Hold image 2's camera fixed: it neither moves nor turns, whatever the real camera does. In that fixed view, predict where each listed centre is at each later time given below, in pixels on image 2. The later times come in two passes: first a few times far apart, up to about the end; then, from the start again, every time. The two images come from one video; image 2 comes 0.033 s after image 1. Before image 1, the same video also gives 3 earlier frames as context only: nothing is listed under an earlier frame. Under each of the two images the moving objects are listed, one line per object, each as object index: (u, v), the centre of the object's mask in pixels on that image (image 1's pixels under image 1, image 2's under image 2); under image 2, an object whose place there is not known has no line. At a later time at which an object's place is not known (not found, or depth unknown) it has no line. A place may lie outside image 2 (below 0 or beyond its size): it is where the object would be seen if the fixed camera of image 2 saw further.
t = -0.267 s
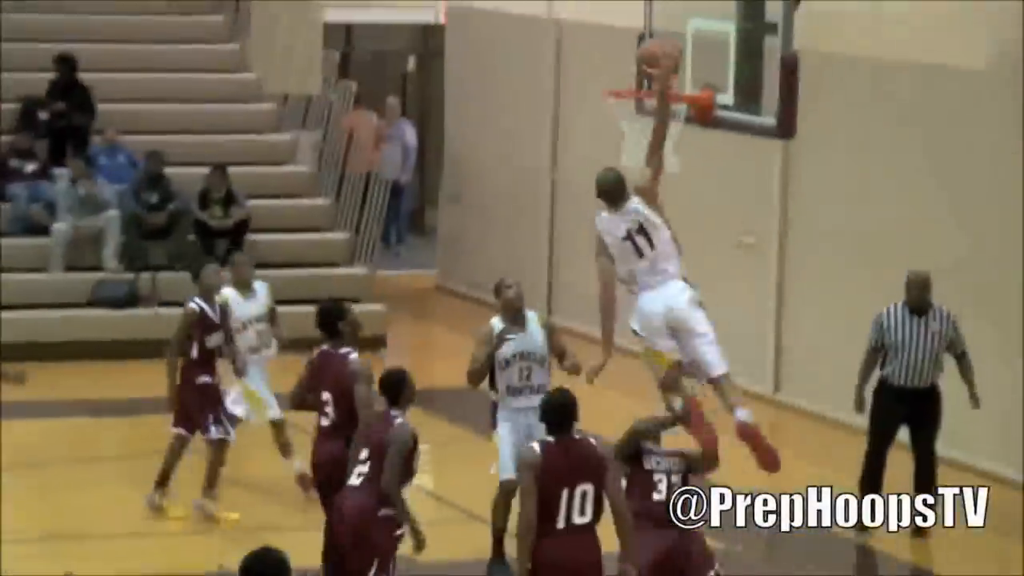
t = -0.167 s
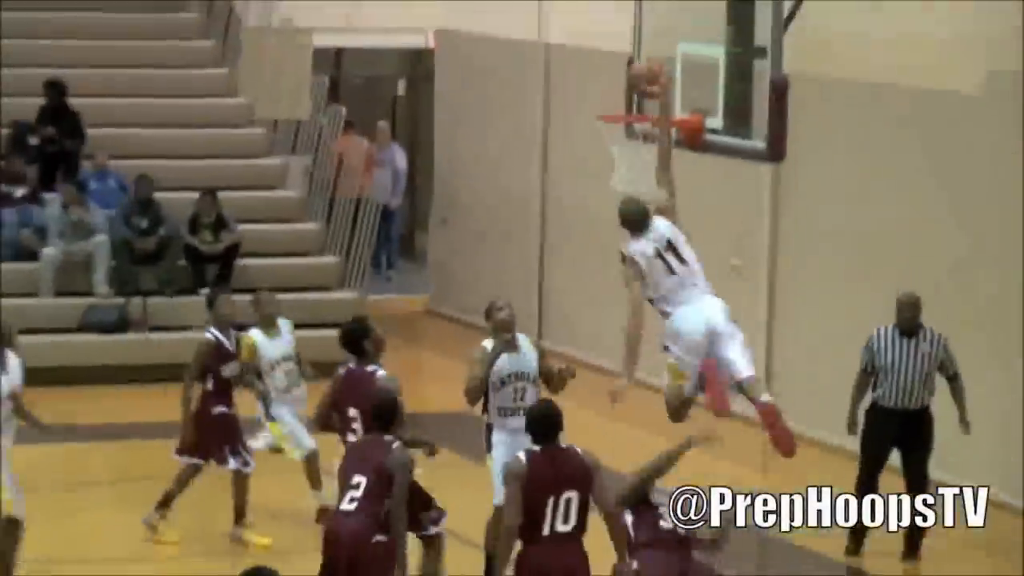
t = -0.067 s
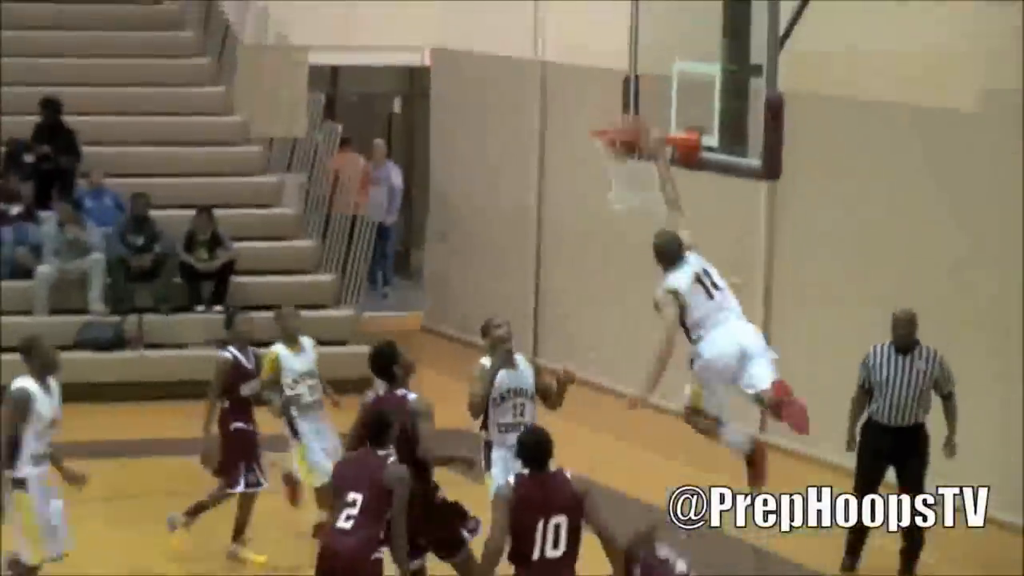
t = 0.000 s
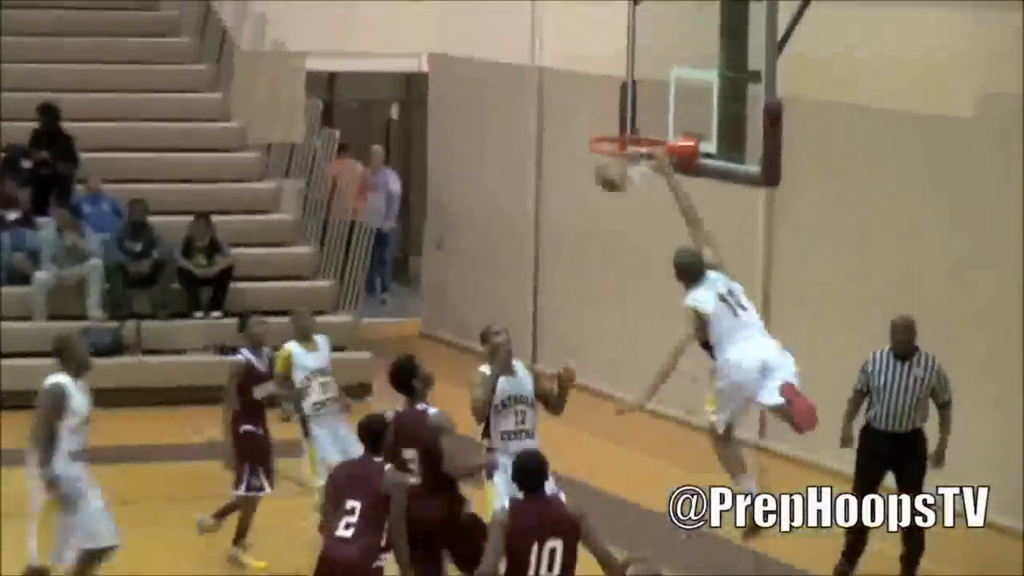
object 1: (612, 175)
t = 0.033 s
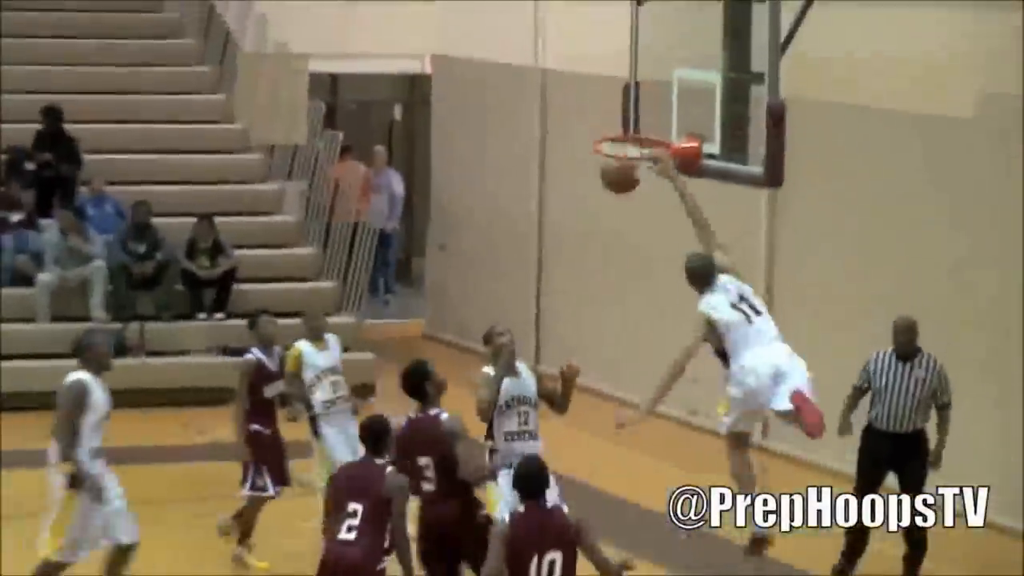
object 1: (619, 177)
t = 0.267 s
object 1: (644, 232)
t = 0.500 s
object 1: (658, 379)
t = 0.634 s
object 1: (666, 497)
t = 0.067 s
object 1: (623, 177)
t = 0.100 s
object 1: (627, 180)
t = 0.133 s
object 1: (630, 187)
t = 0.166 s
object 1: (634, 197)
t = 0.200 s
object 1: (638, 207)
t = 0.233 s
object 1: (641, 219)
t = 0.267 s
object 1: (644, 232)
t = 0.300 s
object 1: (647, 248)
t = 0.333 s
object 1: (649, 265)
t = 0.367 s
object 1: (651, 286)
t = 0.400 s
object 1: (653, 306)
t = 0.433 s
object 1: (655, 329)
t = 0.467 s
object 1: (656, 354)
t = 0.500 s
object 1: (658, 379)
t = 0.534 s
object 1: (661, 405)
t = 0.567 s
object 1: (663, 436)
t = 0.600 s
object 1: (665, 467)
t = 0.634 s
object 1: (666, 497)
